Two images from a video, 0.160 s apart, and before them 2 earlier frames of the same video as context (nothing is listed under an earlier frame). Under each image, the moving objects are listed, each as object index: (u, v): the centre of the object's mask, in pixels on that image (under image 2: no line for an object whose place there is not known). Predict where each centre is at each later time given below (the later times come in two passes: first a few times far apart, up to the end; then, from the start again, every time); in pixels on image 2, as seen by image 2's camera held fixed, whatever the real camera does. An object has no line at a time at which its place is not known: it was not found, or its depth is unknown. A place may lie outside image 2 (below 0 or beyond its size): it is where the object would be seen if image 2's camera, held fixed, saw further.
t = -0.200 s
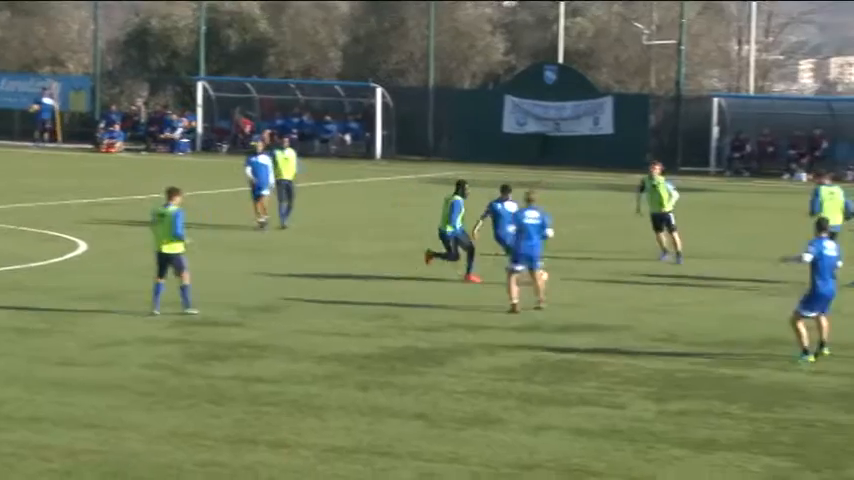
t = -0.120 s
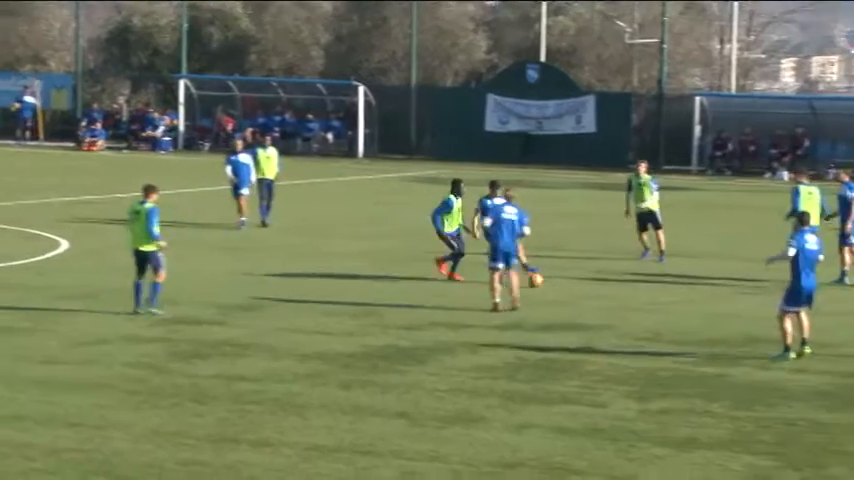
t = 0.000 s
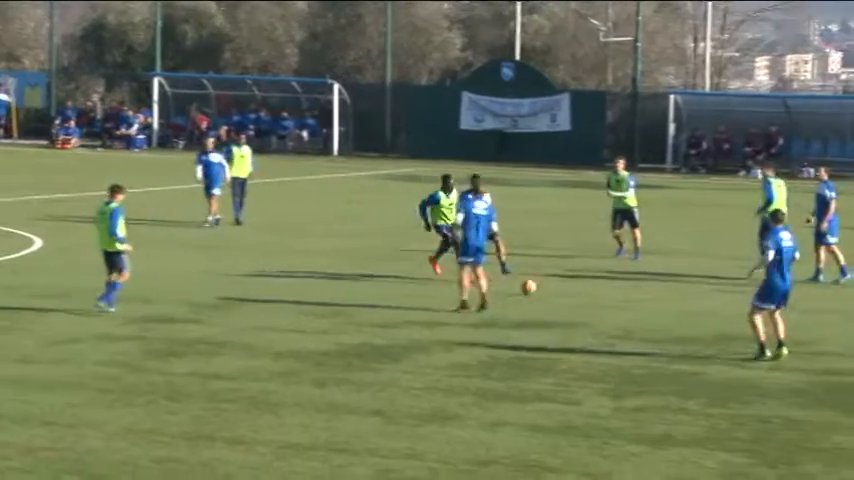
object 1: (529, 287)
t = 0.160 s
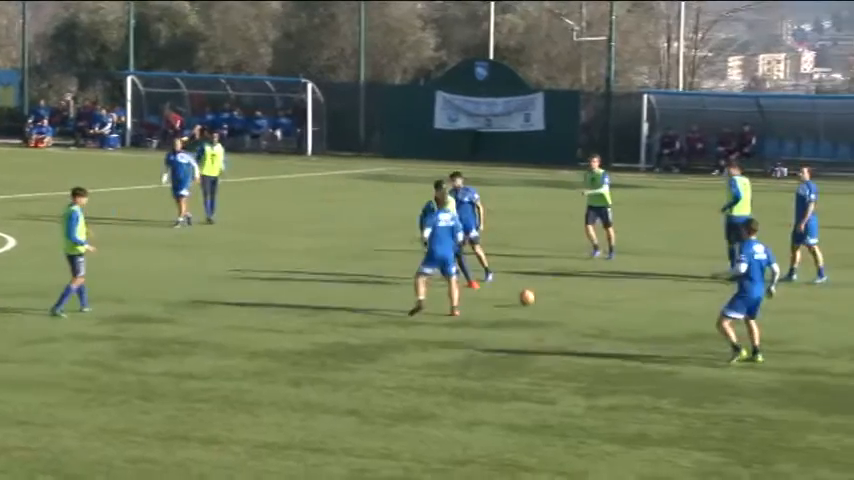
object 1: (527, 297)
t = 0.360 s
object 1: (556, 315)
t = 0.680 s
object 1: (600, 339)
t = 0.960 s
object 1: (638, 358)
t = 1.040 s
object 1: (647, 366)
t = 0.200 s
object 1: (533, 302)
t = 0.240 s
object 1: (538, 305)
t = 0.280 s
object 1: (544, 308)
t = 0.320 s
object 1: (549, 311)
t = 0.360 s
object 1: (556, 315)
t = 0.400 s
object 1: (561, 317)
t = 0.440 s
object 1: (567, 319)
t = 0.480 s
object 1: (574, 324)
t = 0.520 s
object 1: (579, 327)
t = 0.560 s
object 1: (584, 330)
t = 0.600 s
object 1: (590, 333)
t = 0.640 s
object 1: (595, 337)
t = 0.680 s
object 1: (600, 339)
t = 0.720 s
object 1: (606, 341)
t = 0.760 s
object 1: (611, 344)
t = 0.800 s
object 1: (615, 347)
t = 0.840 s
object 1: (622, 350)
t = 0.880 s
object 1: (627, 353)
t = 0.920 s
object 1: (632, 355)
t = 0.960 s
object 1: (638, 358)
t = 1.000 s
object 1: (642, 362)
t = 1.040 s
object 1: (647, 366)
